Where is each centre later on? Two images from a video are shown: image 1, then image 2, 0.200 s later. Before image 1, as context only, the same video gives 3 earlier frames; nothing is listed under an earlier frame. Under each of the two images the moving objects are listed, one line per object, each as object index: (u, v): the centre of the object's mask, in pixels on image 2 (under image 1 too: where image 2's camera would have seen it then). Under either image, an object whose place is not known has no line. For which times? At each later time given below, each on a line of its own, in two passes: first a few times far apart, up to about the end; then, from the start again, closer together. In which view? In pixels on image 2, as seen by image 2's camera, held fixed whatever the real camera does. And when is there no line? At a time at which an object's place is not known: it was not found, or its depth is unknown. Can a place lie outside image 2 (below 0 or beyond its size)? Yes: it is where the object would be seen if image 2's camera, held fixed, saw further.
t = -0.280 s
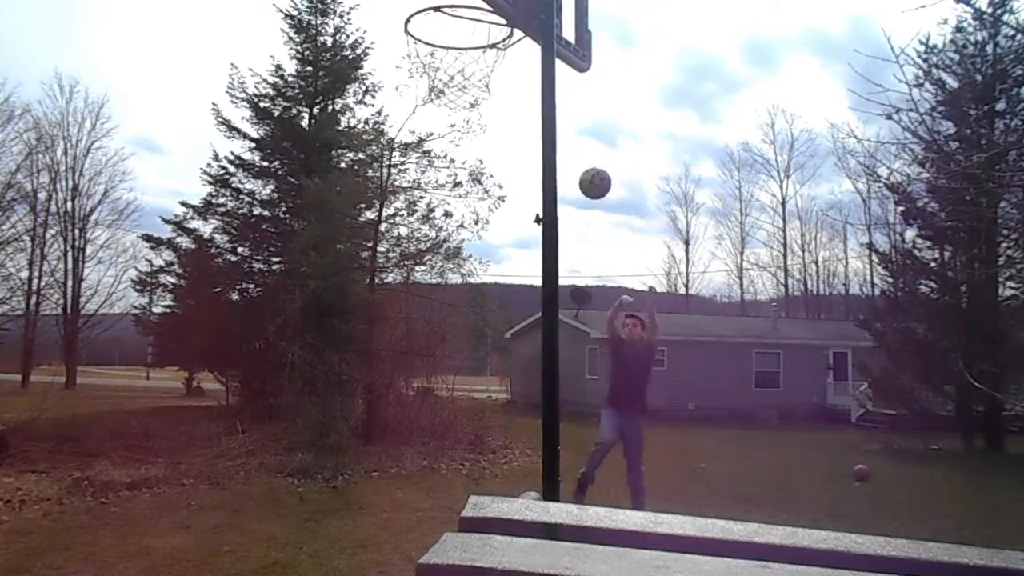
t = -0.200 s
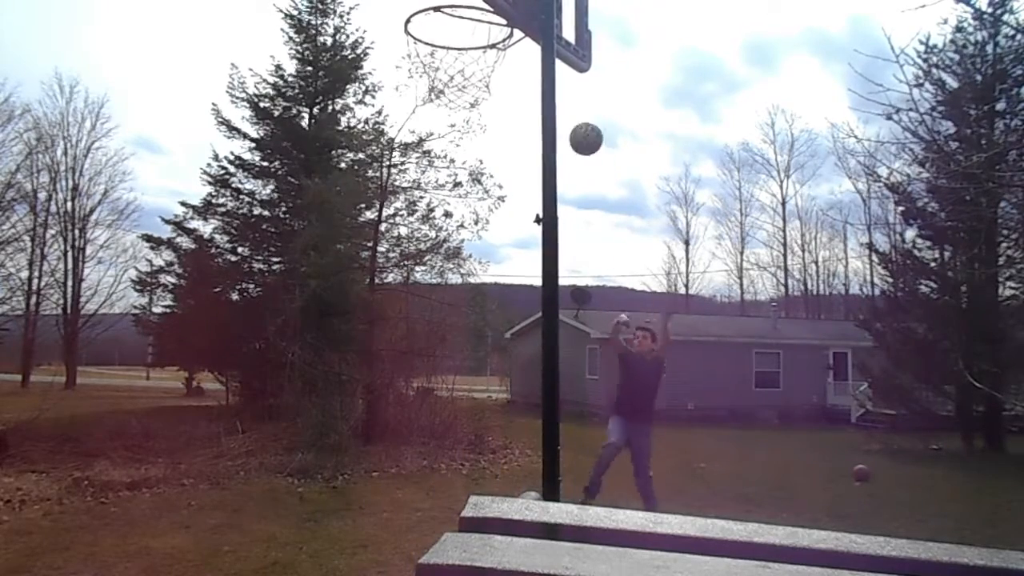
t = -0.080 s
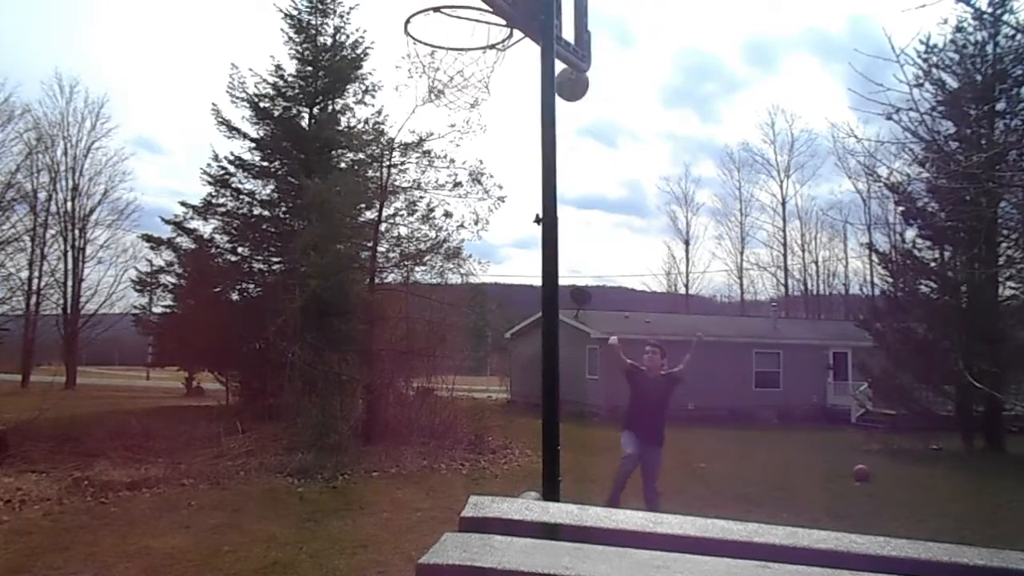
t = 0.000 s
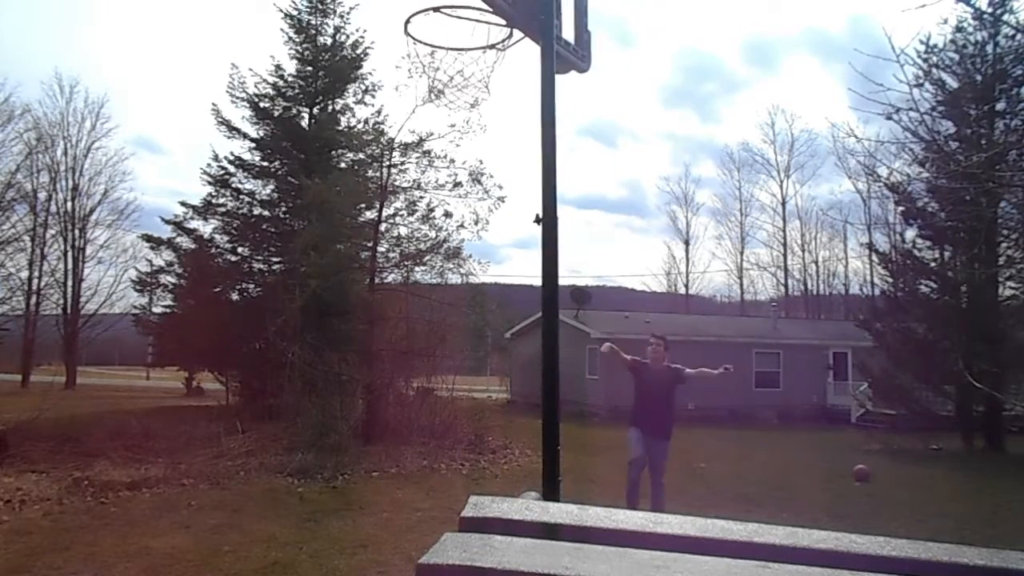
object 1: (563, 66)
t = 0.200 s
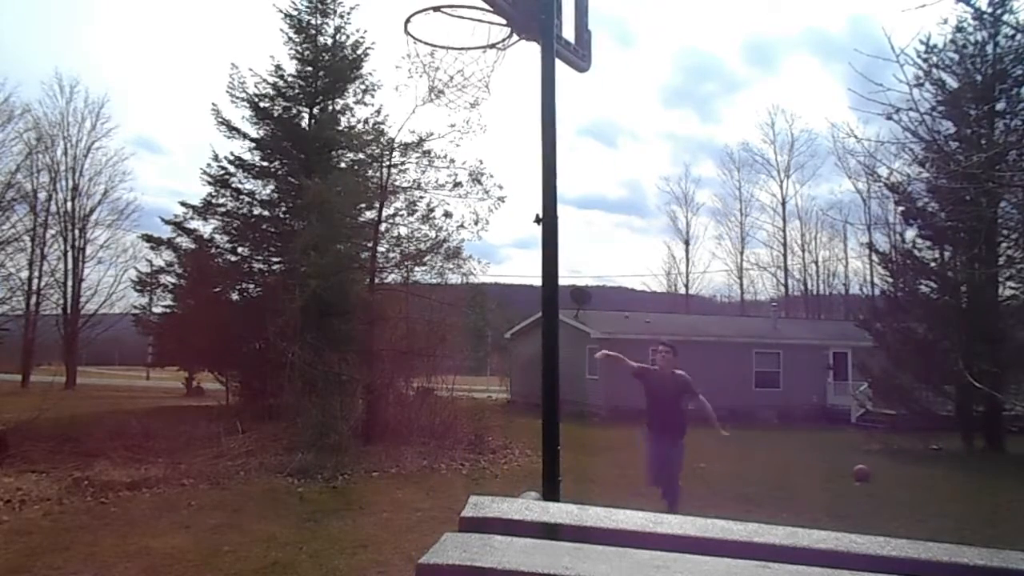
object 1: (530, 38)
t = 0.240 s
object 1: (516, 34)
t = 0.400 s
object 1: (492, 47)
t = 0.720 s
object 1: (406, 273)
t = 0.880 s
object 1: (346, 524)
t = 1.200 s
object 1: (290, 451)
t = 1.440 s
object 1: (275, 232)
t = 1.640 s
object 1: (258, 177)
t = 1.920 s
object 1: (219, 277)
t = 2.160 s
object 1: (175, 559)
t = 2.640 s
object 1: (137, 459)
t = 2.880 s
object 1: (121, 408)
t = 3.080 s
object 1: (97, 524)
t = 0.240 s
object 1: (516, 34)
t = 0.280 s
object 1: (509, 32)
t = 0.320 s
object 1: (504, 35)
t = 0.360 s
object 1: (499, 38)
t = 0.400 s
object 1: (492, 47)
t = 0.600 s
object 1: (442, 156)
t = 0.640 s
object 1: (431, 192)
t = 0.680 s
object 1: (419, 231)
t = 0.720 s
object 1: (406, 273)
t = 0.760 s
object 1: (393, 321)
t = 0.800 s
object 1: (380, 379)
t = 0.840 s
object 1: (363, 447)
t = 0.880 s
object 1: (346, 524)
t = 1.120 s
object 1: (293, 552)
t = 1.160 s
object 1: (291, 503)
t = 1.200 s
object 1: (290, 451)
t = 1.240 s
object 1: (290, 402)
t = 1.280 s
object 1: (286, 361)
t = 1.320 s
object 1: (284, 325)
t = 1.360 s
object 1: (281, 286)
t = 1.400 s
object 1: (279, 261)
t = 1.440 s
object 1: (275, 232)
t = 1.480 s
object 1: (273, 213)
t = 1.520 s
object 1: (270, 198)
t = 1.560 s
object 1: (266, 189)
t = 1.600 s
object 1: (263, 176)
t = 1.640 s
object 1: (258, 177)
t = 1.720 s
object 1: (249, 180)
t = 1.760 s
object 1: (244, 192)
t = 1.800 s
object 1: (238, 207)
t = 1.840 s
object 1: (232, 224)
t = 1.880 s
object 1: (227, 252)
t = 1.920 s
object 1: (219, 277)
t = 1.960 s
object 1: (214, 314)
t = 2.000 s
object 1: (206, 356)
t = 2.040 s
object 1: (200, 397)
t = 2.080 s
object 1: (190, 454)
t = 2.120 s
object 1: (182, 515)
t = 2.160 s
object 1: (175, 559)
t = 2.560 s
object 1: (138, 520)
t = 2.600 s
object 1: (137, 486)
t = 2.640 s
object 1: (137, 459)
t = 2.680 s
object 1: (135, 436)
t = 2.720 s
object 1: (133, 420)
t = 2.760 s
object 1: (131, 410)
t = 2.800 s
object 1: (128, 404)
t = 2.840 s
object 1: (125, 404)
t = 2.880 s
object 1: (121, 408)
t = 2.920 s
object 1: (117, 417)
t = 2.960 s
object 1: (111, 435)
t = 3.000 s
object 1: (107, 460)
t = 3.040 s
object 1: (102, 488)
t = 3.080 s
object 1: (97, 524)
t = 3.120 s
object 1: (93, 550)
